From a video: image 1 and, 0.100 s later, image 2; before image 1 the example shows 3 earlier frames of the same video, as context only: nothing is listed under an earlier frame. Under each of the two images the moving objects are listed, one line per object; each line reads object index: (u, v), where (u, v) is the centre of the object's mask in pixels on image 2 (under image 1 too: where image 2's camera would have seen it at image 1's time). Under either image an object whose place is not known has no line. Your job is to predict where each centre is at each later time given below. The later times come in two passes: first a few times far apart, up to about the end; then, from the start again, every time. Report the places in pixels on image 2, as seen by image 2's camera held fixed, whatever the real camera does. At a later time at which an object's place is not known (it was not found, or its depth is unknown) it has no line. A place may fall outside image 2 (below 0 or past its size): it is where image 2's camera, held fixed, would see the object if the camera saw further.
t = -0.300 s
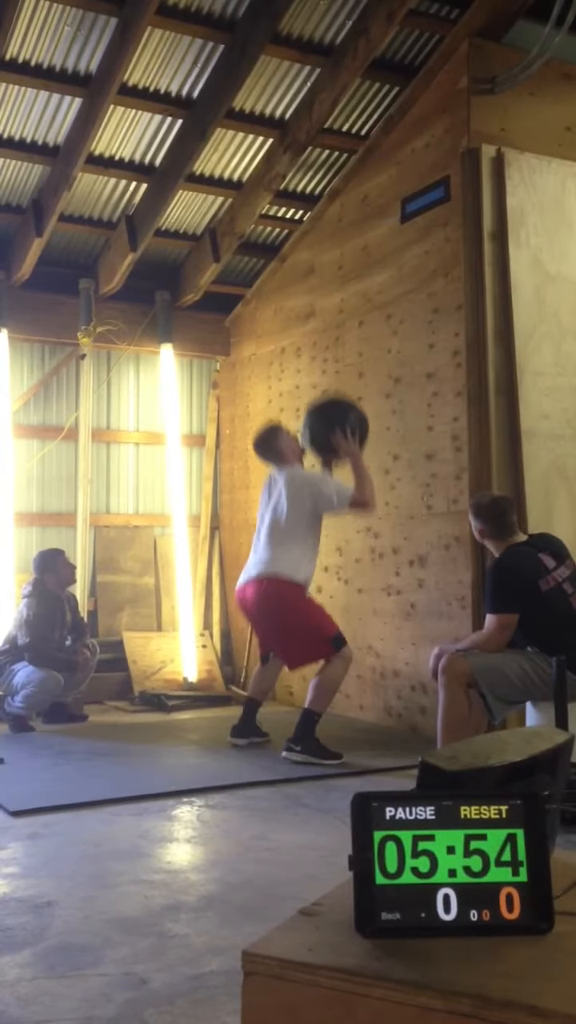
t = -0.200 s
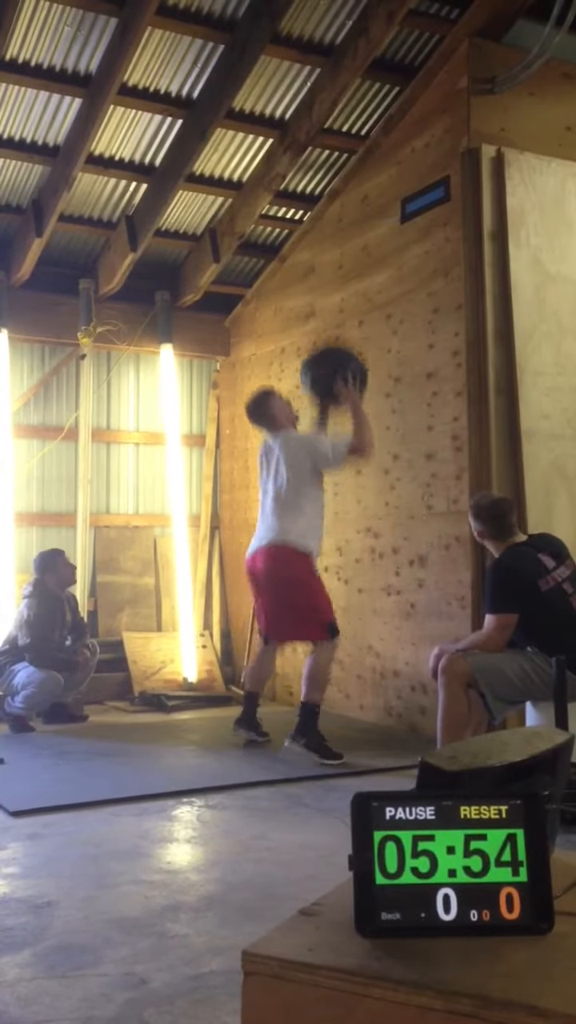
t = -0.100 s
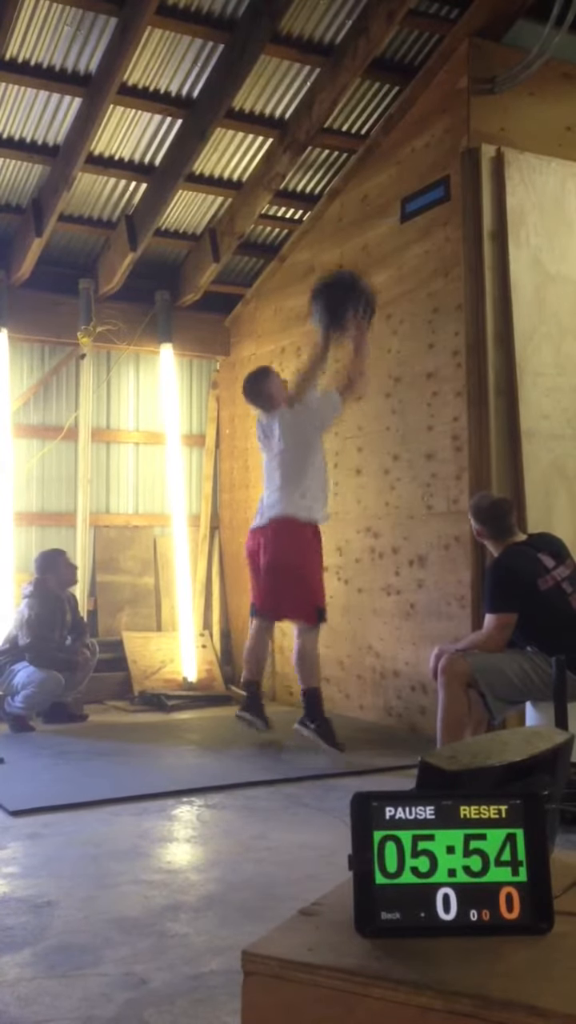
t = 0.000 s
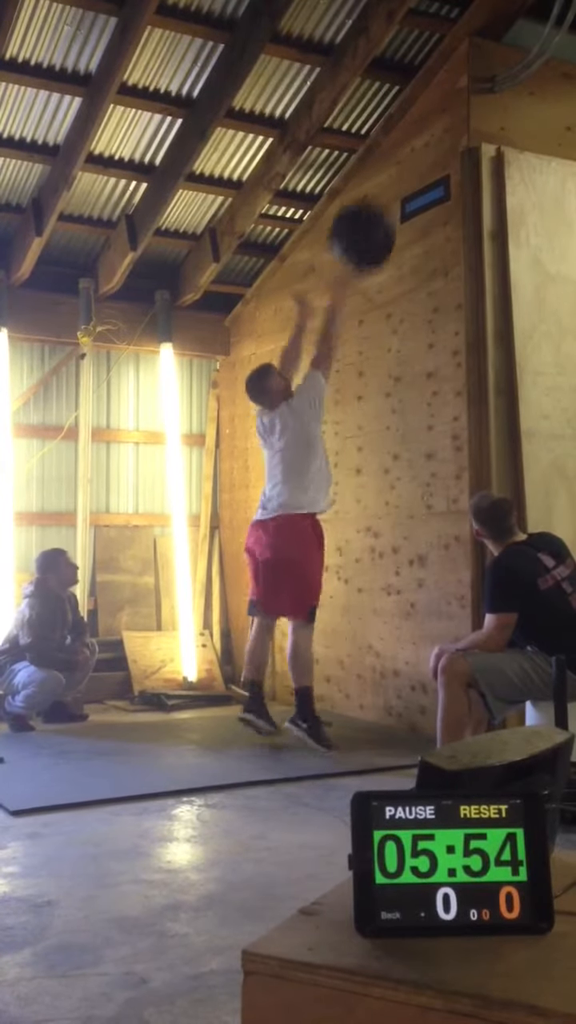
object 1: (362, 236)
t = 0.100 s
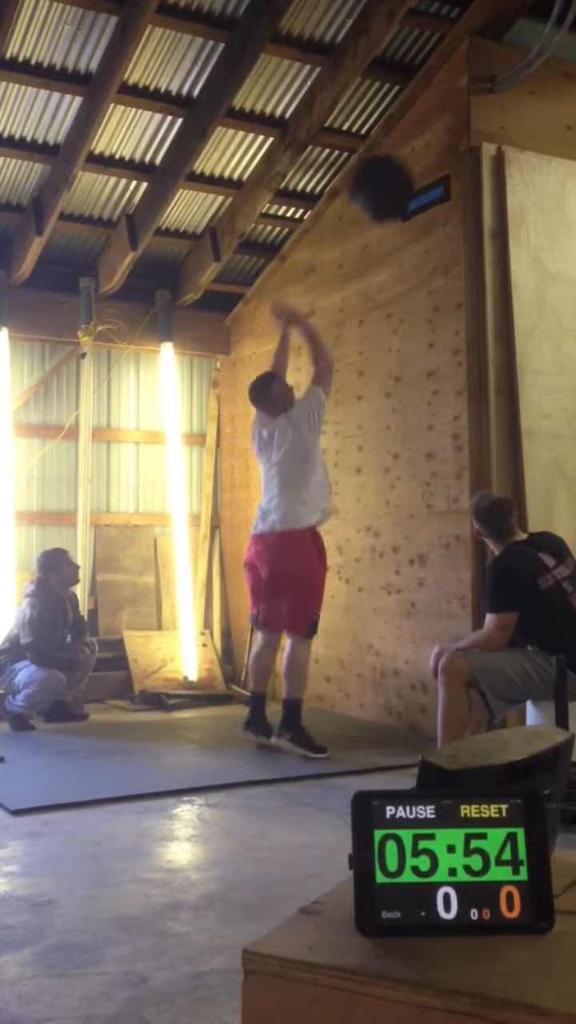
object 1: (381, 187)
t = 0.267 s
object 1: (408, 152)
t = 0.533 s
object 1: (371, 199)
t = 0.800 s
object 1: (337, 382)
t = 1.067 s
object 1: (301, 710)
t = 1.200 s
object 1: (292, 670)
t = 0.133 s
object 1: (388, 176)
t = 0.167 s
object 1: (395, 167)
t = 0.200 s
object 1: (403, 159)
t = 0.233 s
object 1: (408, 154)
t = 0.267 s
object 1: (408, 152)
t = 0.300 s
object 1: (405, 150)
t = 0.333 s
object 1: (398, 152)
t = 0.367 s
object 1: (394, 155)
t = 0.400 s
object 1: (390, 158)
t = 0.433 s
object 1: (385, 166)
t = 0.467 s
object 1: (379, 175)
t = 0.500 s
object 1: (376, 185)
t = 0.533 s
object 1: (371, 199)
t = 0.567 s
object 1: (367, 215)
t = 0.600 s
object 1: (363, 232)
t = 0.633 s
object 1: (358, 250)
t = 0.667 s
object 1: (354, 273)
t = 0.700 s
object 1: (349, 298)
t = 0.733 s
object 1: (346, 324)
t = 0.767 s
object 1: (341, 351)
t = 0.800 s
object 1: (337, 382)
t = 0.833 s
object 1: (333, 413)
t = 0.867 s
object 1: (329, 449)
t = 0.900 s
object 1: (325, 486)
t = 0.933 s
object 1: (320, 526)
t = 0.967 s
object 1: (316, 568)
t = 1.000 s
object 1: (312, 614)
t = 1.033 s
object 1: (308, 660)
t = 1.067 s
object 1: (301, 710)
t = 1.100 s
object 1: (298, 714)
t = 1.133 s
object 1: (297, 699)
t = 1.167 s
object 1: (295, 683)
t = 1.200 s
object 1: (292, 670)
